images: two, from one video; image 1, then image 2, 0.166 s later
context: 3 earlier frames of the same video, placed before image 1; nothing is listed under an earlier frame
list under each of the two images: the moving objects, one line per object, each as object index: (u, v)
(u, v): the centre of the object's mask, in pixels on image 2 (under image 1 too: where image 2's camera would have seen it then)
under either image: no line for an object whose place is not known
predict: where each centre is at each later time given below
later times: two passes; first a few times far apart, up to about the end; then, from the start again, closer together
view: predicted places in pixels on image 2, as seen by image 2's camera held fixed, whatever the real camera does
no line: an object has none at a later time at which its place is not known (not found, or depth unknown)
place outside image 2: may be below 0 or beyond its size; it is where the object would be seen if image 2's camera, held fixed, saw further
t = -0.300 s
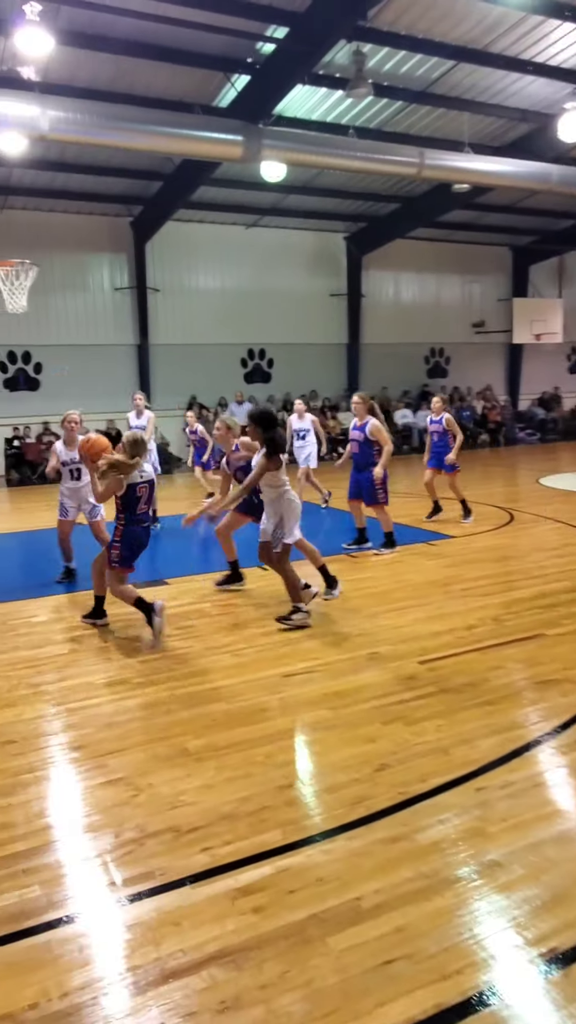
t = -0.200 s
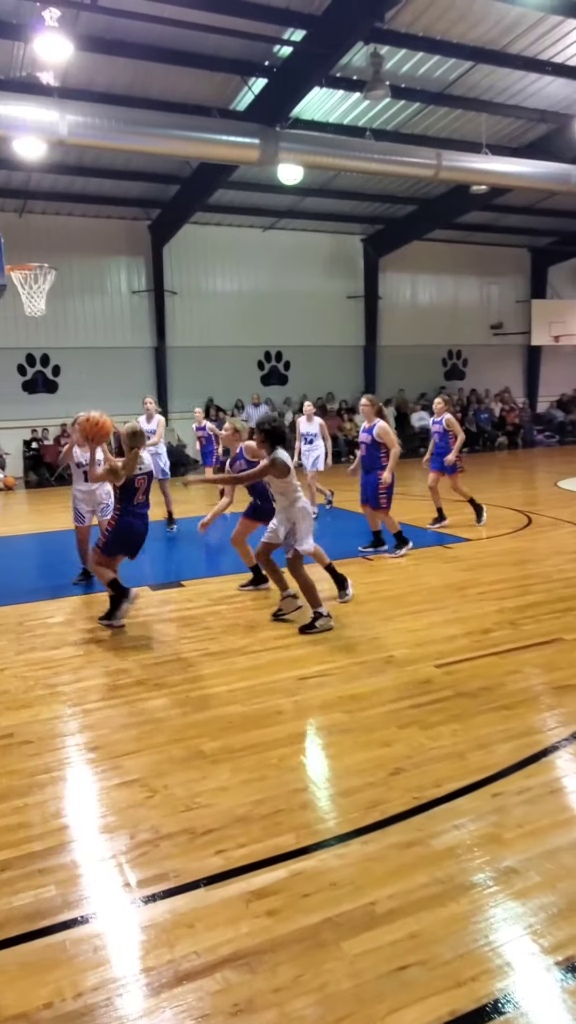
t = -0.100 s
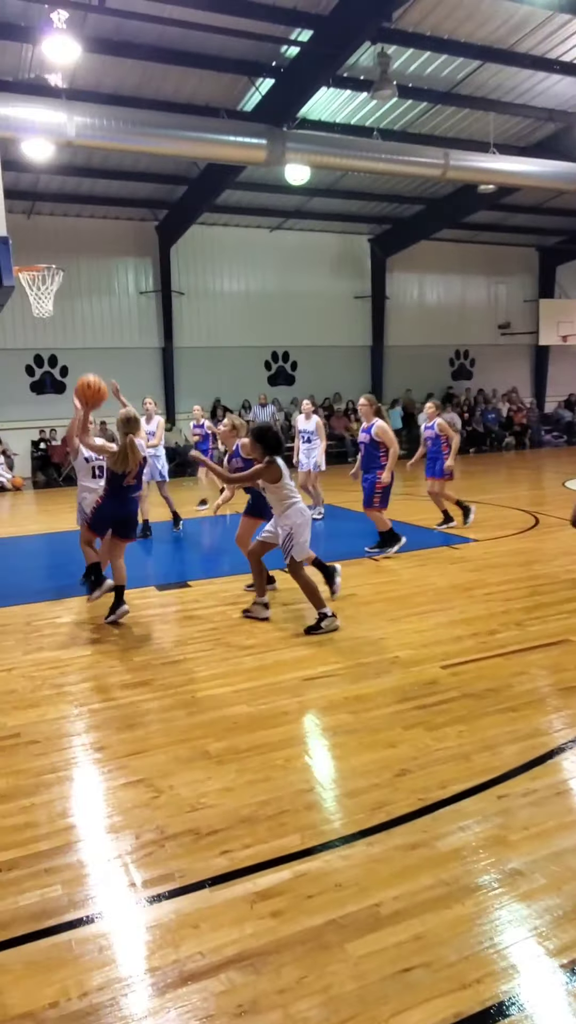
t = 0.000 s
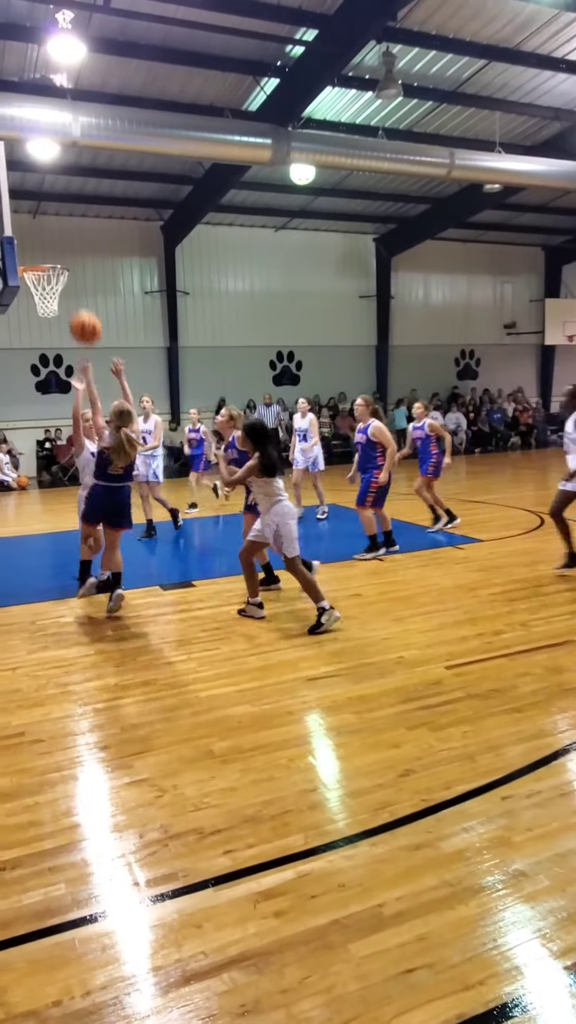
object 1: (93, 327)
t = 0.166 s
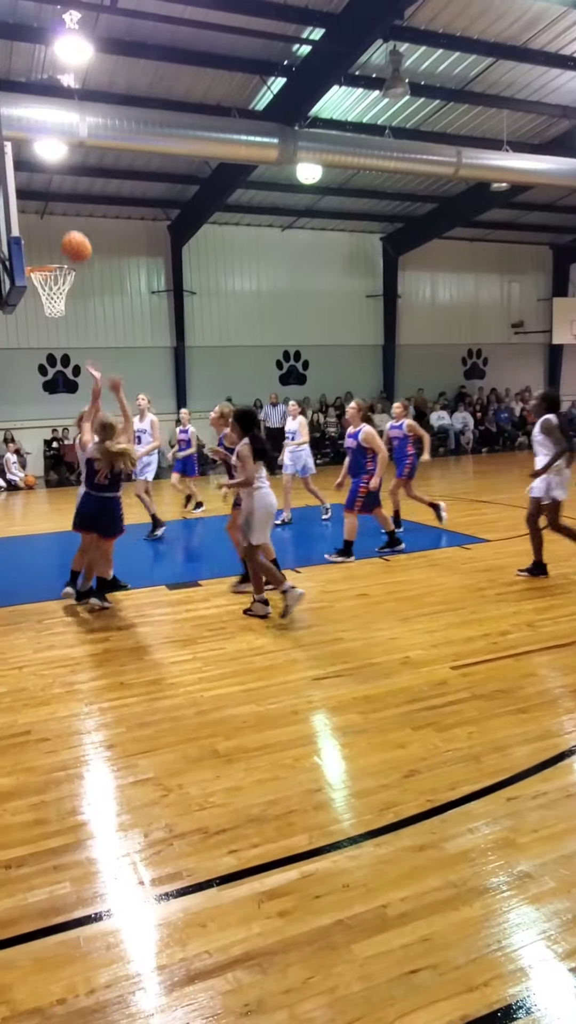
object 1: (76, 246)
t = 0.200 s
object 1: (74, 236)
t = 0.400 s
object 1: (61, 207)
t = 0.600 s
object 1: (54, 223)
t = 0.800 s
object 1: (53, 274)
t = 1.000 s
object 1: (49, 290)
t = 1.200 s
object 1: (50, 308)
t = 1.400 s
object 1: (57, 356)
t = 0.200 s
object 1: (74, 236)
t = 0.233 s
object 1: (71, 228)
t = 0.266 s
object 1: (69, 220)
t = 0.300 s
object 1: (66, 215)
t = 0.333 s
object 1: (64, 211)
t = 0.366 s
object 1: (62, 208)
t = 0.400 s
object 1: (61, 207)
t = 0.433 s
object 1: (60, 206)
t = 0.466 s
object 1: (58, 207)
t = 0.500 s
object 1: (57, 209)
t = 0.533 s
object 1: (56, 212)
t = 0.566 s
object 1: (55, 217)
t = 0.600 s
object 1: (54, 223)
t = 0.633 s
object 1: (53, 229)
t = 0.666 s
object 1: (53, 237)
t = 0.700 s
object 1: (53, 245)
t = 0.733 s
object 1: (52, 253)
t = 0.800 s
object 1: (53, 274)
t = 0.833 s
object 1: (51, 283)
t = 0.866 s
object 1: (51, 288)
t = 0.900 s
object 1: (50, 291)
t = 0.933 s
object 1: (51, 291)
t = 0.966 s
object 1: (49, 289)
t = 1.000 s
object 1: (49, 290)
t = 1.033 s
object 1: (48, 291)
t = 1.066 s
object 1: (49, 294)
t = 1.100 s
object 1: (48, 295)
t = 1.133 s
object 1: (48, 300)
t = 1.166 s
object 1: (48, 304)
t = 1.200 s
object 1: (50, 308)
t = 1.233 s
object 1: (51, 317)
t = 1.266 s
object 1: (51, 321)
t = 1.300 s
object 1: (53, 328)
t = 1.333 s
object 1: (54, 336)
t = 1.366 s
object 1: (56, 345)
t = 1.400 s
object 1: (57, 356)
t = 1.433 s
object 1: (58, 367)
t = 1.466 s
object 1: (61, 381)
